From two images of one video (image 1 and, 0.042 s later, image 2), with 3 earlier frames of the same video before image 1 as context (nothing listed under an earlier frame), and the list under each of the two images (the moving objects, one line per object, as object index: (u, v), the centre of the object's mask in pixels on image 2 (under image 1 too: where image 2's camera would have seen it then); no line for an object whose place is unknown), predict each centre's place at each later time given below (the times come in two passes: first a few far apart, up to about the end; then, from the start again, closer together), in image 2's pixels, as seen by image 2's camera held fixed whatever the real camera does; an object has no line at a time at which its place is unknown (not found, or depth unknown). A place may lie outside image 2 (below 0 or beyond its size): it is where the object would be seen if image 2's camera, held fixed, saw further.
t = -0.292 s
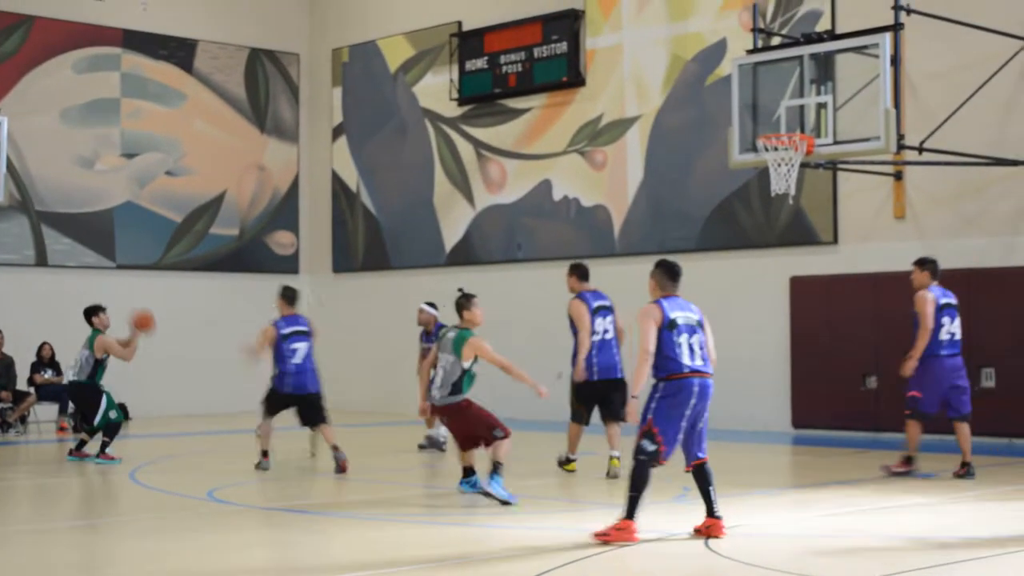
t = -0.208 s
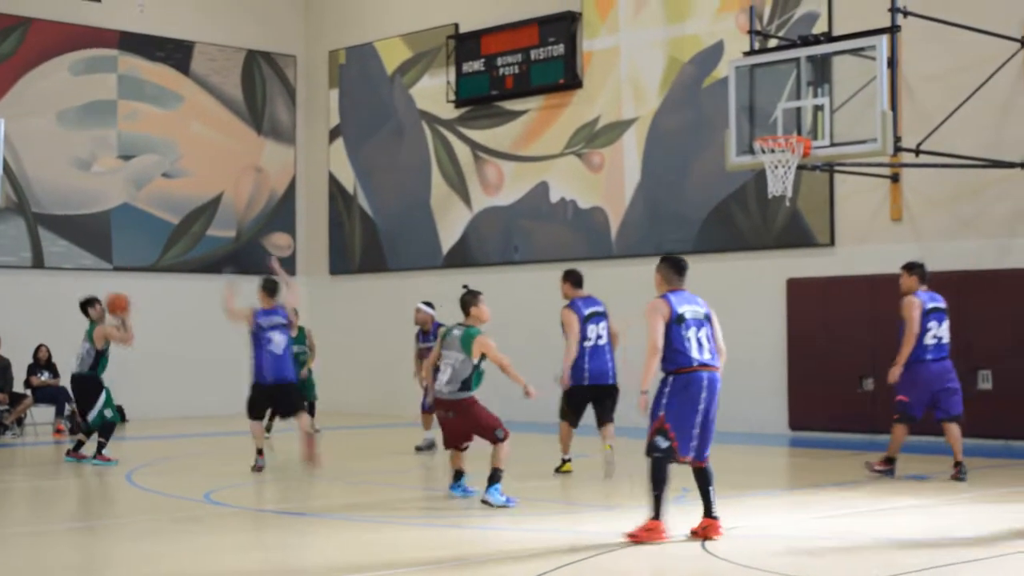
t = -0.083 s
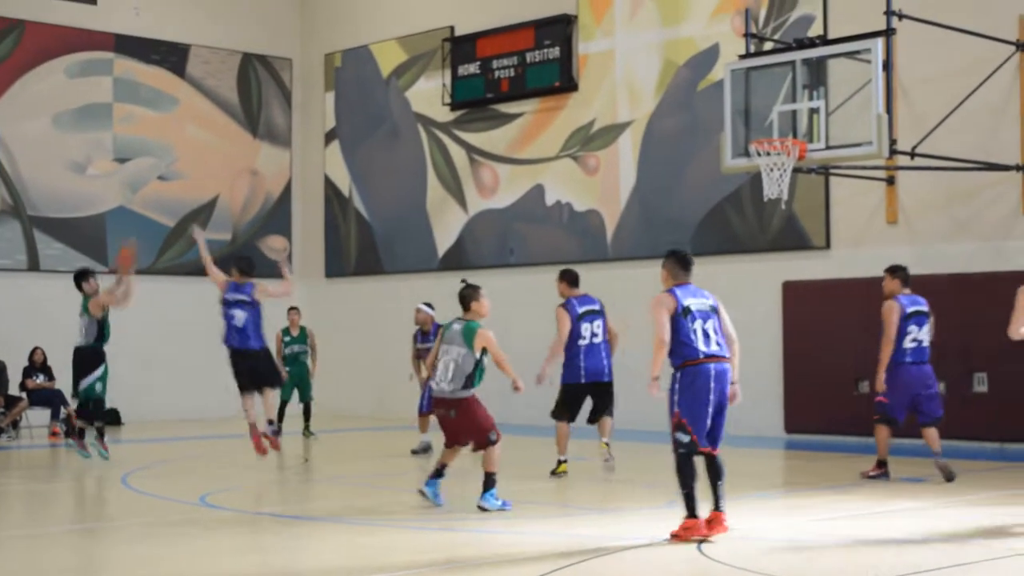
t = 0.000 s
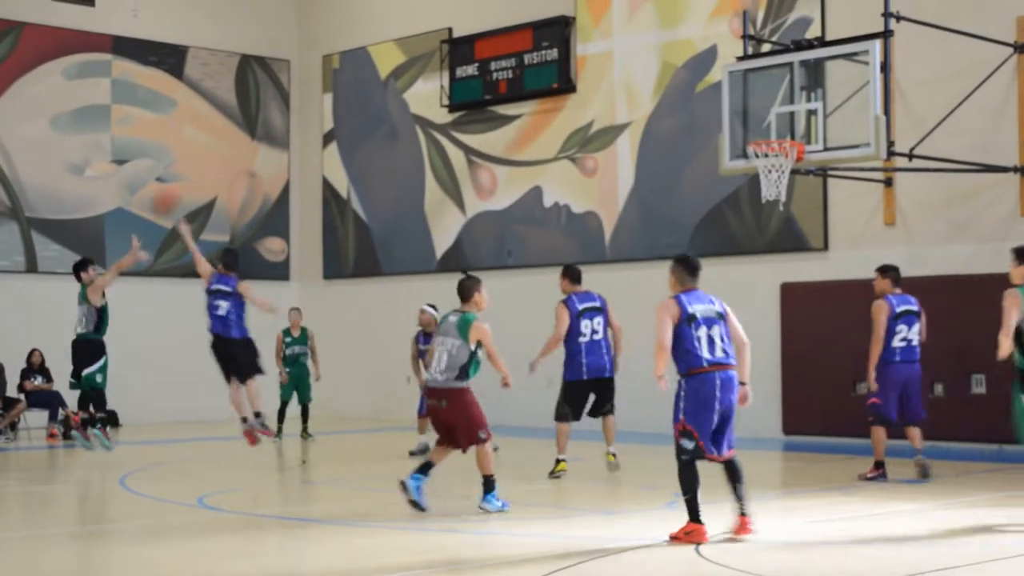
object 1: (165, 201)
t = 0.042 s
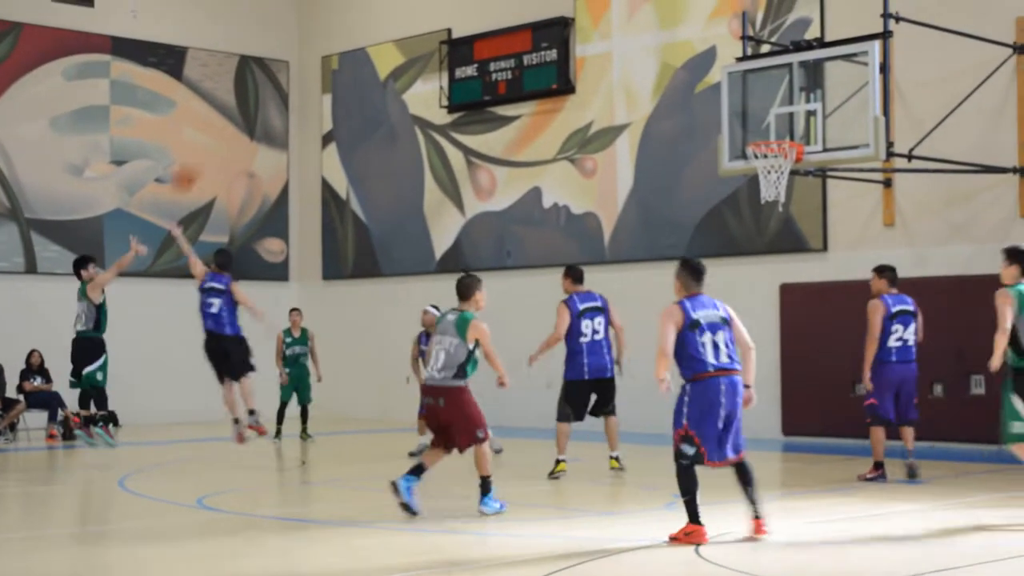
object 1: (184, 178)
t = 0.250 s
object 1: (291, 76)
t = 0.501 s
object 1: (416, 9)
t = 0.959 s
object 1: (643, 46)
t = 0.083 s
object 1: (205, 155)
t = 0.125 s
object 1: (227, 132)
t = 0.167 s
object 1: (248, 111)
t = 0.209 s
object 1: (269, 91)
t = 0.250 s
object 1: (291, 76)
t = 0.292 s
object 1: (311, 60)
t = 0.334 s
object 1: (333, 46)
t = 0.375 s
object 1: (353, 34)
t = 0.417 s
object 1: (374, 24)
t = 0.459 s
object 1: (395, 15)
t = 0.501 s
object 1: (416, 9)
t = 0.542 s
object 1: (436, 3)
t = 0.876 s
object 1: (601, 24)
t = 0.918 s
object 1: (622, 34)
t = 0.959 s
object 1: (643, 46)
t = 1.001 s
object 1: (664, 60)
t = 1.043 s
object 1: (686, 76)
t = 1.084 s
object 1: (706, 95)
